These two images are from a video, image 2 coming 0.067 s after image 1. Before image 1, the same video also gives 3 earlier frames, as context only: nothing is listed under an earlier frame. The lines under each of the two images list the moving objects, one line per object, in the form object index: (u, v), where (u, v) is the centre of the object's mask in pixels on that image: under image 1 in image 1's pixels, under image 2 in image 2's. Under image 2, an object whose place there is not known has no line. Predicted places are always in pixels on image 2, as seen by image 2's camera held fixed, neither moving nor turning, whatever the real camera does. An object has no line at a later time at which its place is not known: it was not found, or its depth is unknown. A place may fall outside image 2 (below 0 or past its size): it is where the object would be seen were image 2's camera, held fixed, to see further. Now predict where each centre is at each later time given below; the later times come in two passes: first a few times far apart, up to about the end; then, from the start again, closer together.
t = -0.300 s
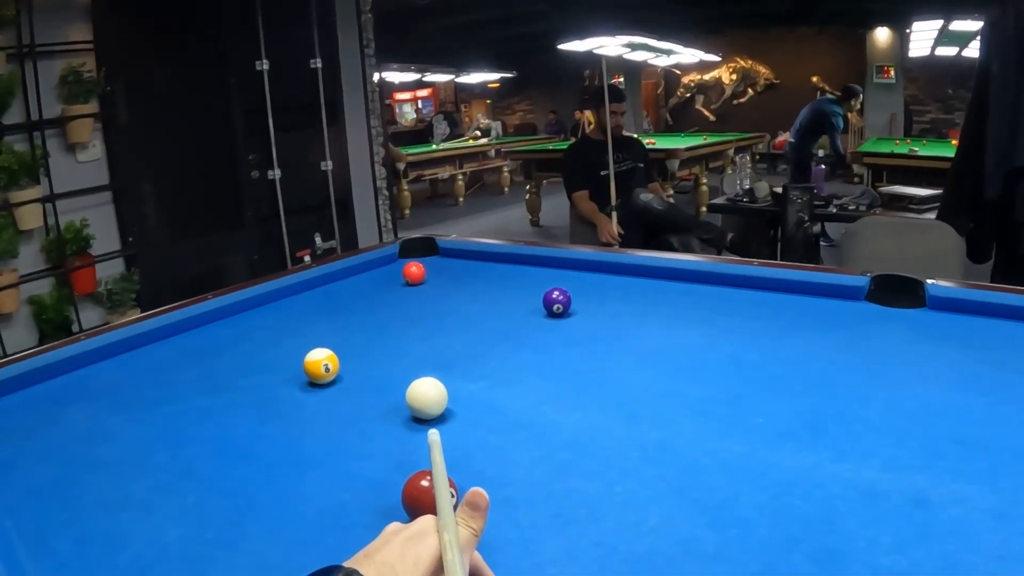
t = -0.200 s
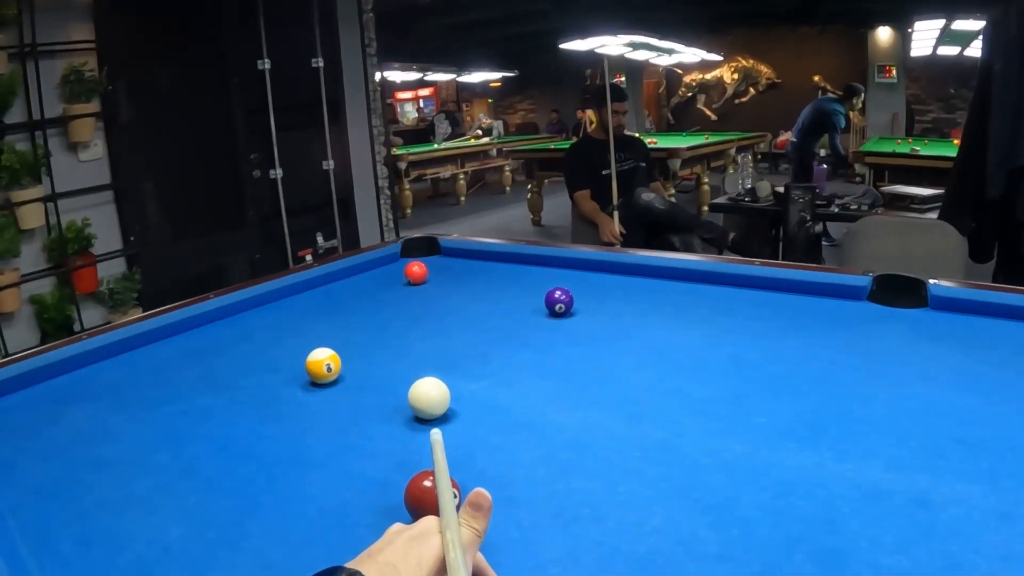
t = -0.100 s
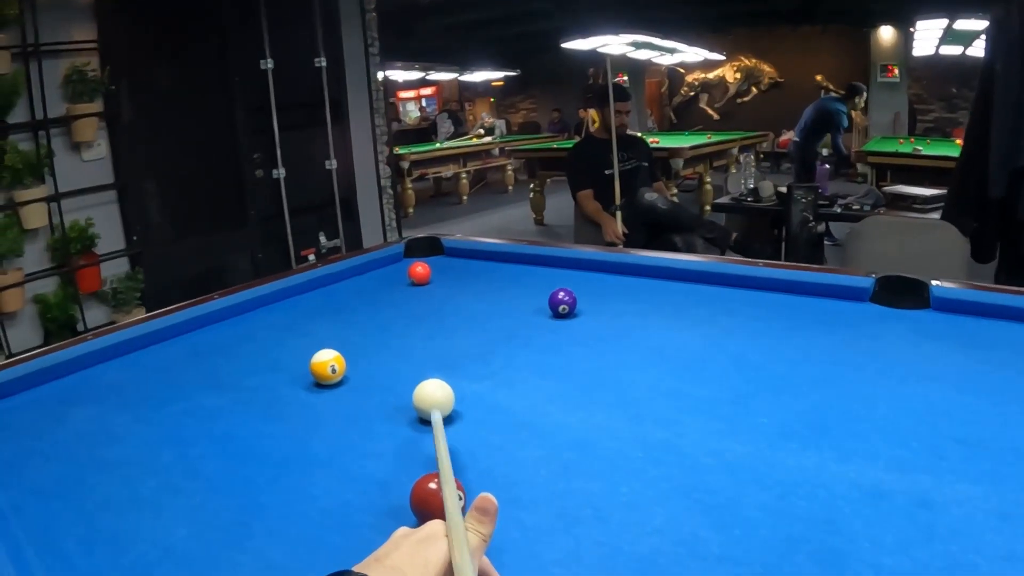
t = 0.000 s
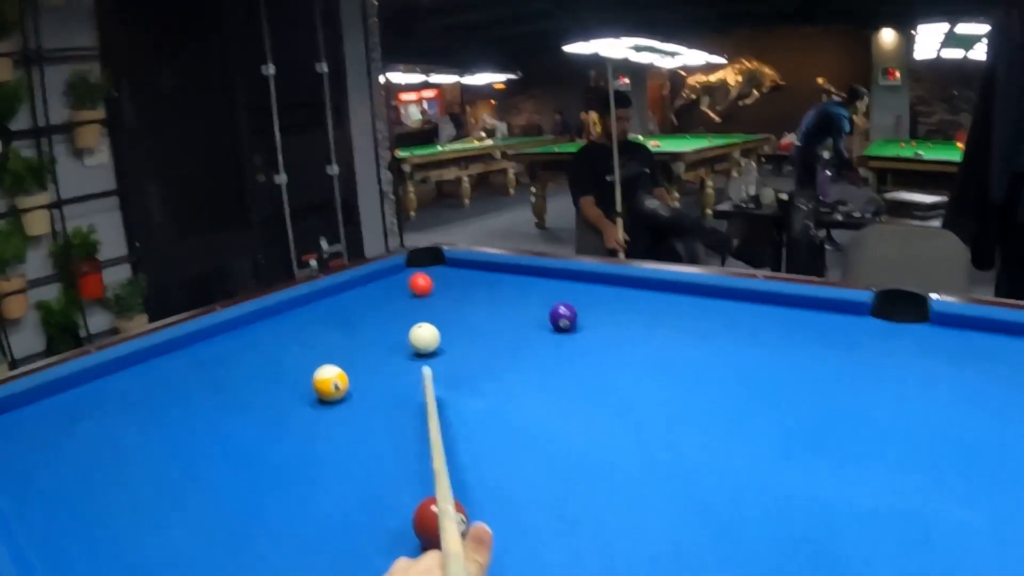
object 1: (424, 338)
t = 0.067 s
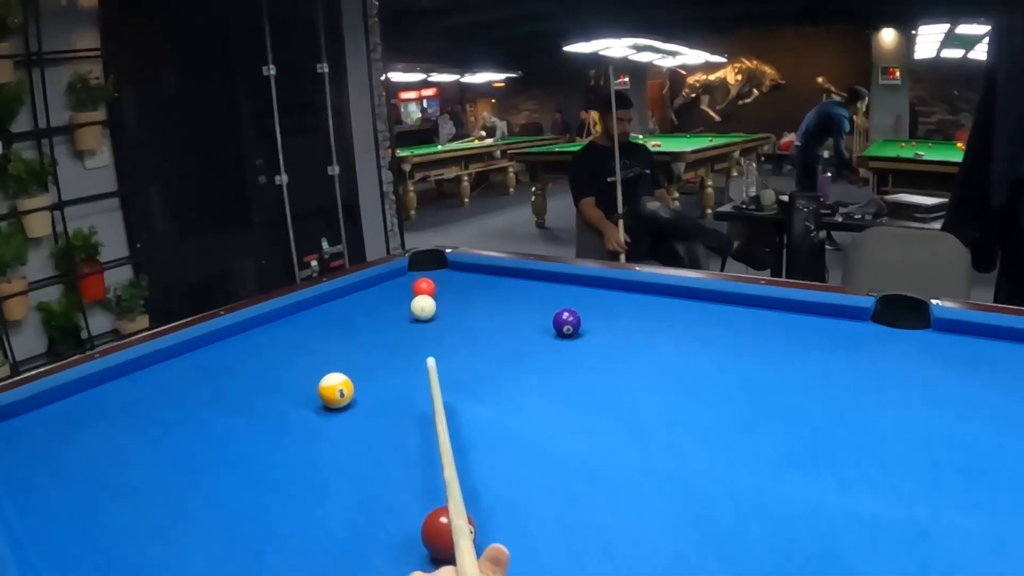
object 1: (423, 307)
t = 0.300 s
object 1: (383, 294)
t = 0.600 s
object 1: (382, 289)
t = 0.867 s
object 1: (419, 293)
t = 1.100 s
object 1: (454, 298)
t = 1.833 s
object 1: (575, 307)
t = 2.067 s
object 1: (604, 311)
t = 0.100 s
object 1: (421, 295)
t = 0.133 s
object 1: (413, 293)
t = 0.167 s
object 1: (407, 296)
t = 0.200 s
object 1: (400, 295)
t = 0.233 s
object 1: (394, 296)
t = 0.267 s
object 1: (388, 295)
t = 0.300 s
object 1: (383, 294)
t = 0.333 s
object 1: (378, 293)
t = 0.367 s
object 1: (373, 291)
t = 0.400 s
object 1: (368, 289)
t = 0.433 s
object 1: (363, 287)
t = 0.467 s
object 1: (364, 287)
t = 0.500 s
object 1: (369, 287)
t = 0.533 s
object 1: (373, 288)
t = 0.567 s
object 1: (377, 288)
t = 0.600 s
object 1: (382, 289)
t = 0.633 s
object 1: (386, 290)
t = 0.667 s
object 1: (391, 290)
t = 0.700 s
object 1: (395, 290)
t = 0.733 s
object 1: (400, 291)
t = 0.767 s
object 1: (405, 291)
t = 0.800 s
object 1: (409, 292)
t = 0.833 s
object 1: (414, 293)
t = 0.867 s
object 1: (419, 293)
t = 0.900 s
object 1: (424, 294)
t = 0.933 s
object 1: (429, 294)
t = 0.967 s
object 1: (434, 295)
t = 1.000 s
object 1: (439, 295)
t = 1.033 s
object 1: (443, 296)
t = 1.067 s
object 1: (449, 297)
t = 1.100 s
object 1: (454, 298)
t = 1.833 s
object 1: (575, 307)
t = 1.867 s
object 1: (580, 308)
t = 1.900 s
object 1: (584, 309)
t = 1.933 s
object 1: (588, 310)
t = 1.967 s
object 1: (591, 311)
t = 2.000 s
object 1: (596, 311)
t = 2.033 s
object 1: (600, 311)
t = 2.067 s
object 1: (604, 311)
